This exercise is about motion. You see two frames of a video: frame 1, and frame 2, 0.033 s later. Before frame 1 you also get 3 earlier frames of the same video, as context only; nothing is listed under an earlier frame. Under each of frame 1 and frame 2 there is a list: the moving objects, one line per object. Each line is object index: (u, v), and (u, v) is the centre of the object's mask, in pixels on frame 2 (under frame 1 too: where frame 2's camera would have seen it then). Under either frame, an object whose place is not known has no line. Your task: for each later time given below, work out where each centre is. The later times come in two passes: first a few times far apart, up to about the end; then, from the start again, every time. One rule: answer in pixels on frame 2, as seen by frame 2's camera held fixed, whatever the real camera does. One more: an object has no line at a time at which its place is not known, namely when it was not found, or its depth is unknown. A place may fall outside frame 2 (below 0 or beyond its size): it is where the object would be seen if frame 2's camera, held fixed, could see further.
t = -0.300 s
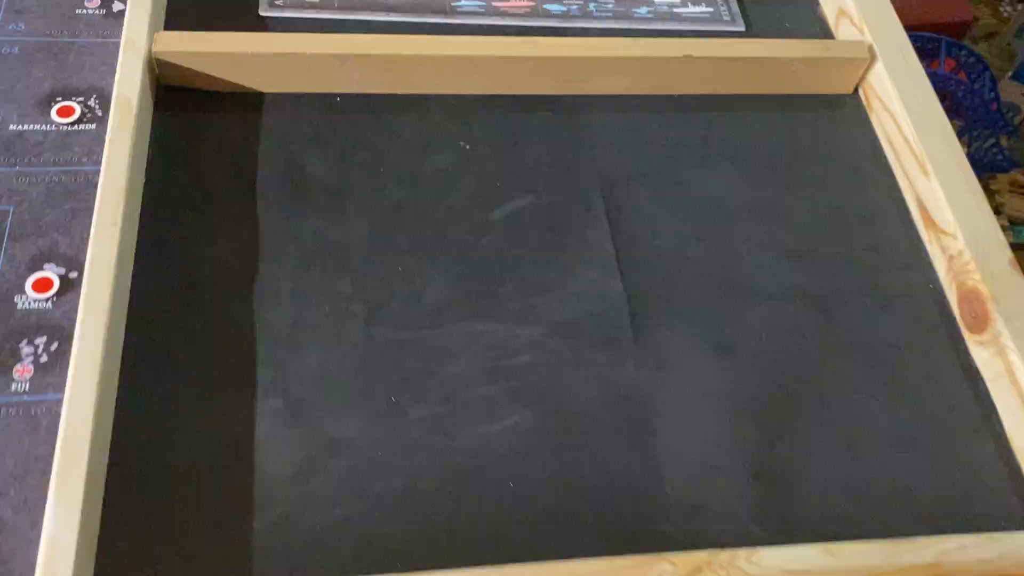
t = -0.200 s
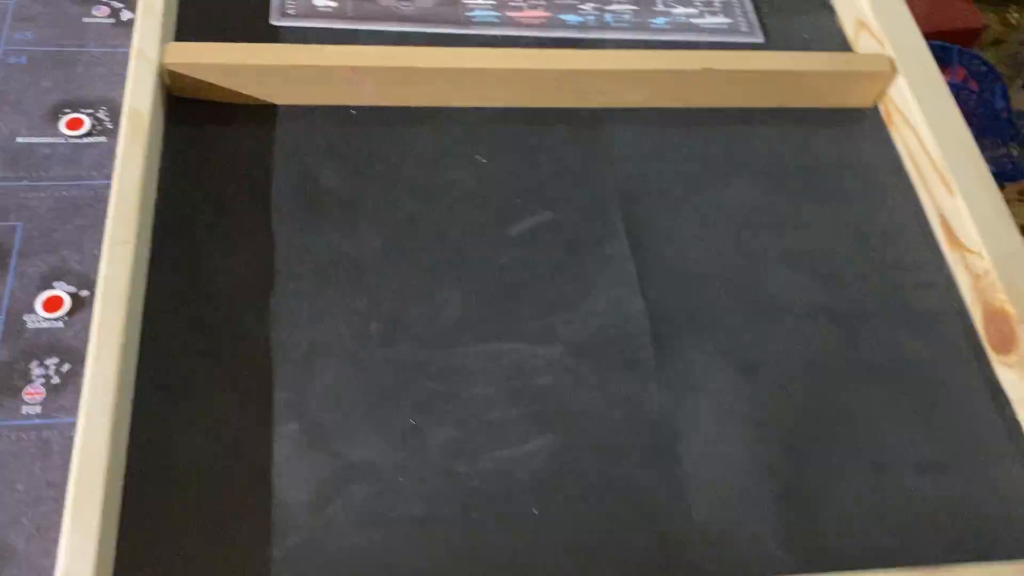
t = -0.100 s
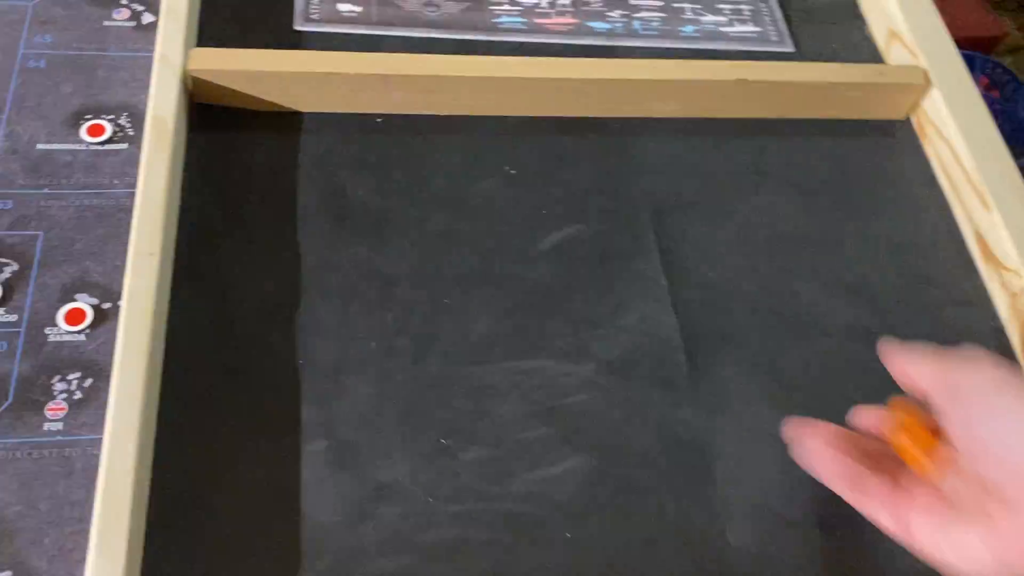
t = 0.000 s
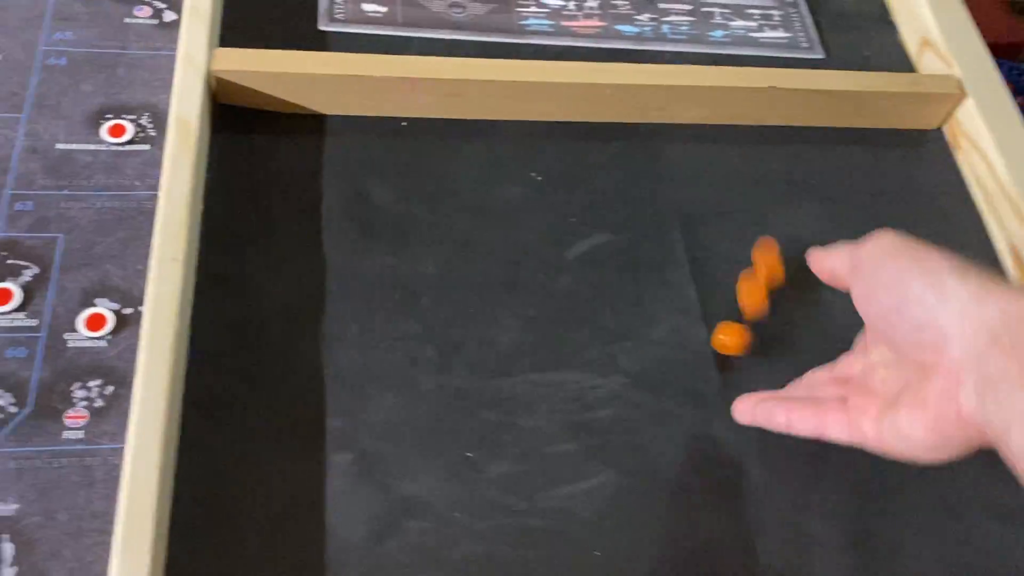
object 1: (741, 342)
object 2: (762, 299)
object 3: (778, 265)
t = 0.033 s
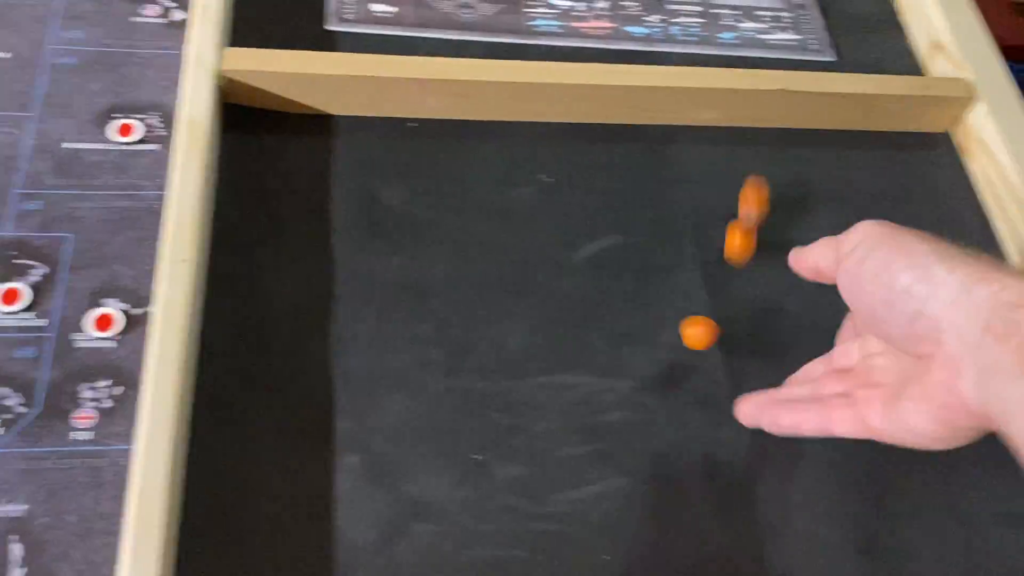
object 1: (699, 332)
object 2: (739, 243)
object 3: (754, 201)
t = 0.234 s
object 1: (399, 350)
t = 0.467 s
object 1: (283, 387)
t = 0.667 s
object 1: (351, 427)
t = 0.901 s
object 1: (354, 476)
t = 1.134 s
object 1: (323, 488)
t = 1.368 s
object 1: (333, 479)
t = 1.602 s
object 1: (329, 478)
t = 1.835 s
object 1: (329, 478)
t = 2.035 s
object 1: (330, 478)
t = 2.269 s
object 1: (329, 479)
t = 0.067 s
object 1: (649, 332)
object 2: (725, 193)
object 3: (733, 143)
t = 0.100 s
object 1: (594, 340)
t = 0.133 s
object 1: (546, 340)
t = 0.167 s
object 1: (496, 343)
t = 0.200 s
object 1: (447, 346)
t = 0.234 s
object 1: (399, 350)
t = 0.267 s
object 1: (354, 350)
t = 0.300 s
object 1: (307, 354)
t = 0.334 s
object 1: (259, 358)
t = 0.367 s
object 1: (215, 366)
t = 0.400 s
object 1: (239, 370)
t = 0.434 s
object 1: (262, 381)
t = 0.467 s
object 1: (283, 387)
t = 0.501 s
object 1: (297, 387)
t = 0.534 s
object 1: (311, 390)
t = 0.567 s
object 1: (323, 396)
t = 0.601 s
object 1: (335, 406)
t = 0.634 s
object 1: (343, 416)
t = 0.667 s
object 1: (351, 427)
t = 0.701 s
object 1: (358, 434)
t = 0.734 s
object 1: (363, 442)
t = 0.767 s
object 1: (367, 450)
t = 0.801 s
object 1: (365, 459)
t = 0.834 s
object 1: (363, 465)
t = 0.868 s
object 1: (361, 471)
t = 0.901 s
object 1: (354, 476)
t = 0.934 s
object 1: (347, 476)
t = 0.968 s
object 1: (341, 476)
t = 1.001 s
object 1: (334, 476)
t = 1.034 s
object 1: (324, 478)
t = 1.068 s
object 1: (320, 483)
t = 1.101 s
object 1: (320, 487)
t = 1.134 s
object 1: (323, 488)
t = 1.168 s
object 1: (327, 488)
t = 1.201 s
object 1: (331, 482)
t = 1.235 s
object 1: (328, 476)
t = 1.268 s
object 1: (325, 475)
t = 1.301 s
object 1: (325, 478)
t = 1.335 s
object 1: (329, 480)
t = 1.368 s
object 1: (333, 479)
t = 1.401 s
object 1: (329, 479)
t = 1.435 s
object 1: (326, 481)
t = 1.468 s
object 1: (328, 480)
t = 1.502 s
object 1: (328, 477)
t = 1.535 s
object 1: (329, 478)
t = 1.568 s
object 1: (329, 478)
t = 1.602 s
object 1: (329, 478)
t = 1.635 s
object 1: (329, 478)
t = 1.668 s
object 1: (329, 478)
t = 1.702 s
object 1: (329, 478)
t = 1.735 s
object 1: (329, 478)
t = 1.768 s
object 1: (329, 478)
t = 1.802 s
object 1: (329, 478)
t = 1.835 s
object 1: (329, 478)
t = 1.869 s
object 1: (329, 478)
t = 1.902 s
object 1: (329, 478)
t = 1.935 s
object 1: (329, 478)
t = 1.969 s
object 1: (329, 478)
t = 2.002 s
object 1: (329, 478)
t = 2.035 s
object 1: (330, 478)
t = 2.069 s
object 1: (329, 478)
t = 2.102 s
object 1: (329, 478)
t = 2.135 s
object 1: (329, 478)
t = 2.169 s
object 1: (329, 478)
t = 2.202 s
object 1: (329, 479)
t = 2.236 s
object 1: (329, 479)
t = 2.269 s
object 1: (329, 479)
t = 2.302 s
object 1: (329, 479)
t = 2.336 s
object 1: (329, 479)
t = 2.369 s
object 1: (329, 479)
